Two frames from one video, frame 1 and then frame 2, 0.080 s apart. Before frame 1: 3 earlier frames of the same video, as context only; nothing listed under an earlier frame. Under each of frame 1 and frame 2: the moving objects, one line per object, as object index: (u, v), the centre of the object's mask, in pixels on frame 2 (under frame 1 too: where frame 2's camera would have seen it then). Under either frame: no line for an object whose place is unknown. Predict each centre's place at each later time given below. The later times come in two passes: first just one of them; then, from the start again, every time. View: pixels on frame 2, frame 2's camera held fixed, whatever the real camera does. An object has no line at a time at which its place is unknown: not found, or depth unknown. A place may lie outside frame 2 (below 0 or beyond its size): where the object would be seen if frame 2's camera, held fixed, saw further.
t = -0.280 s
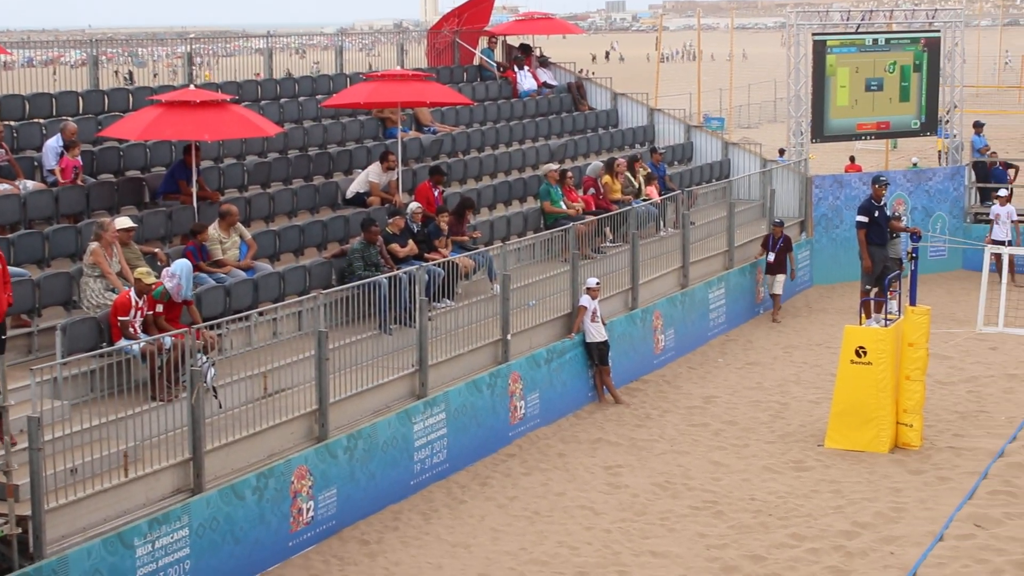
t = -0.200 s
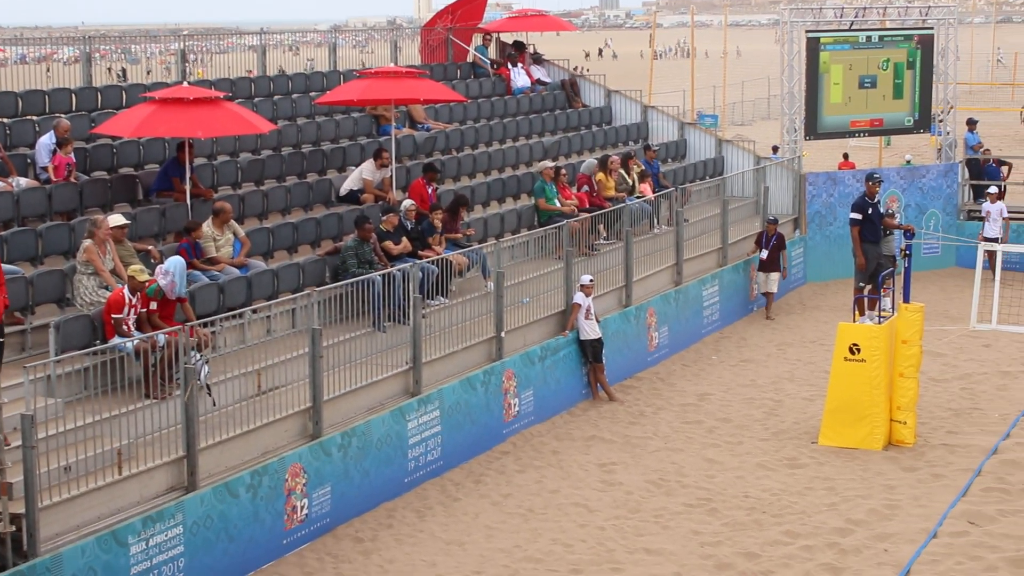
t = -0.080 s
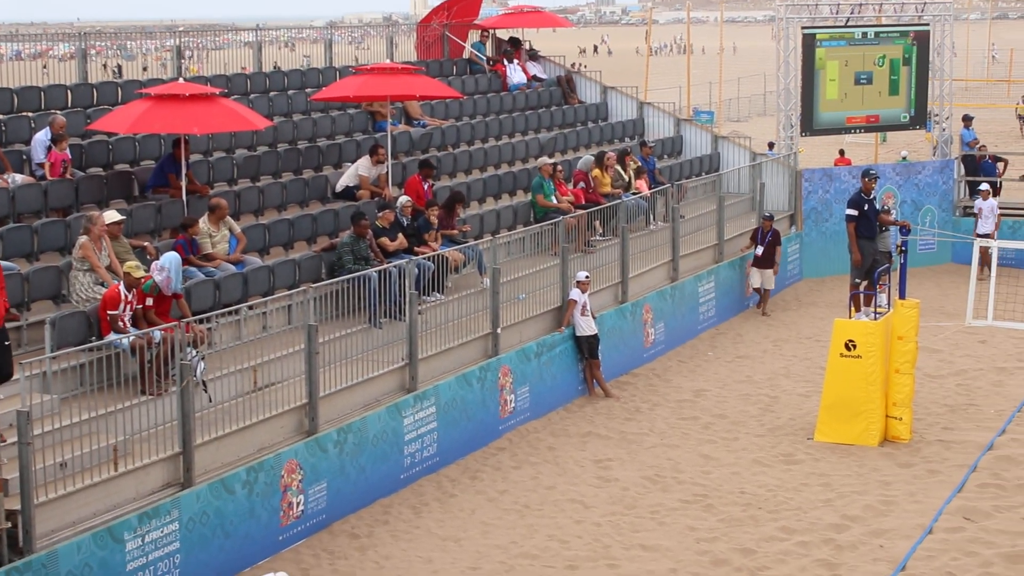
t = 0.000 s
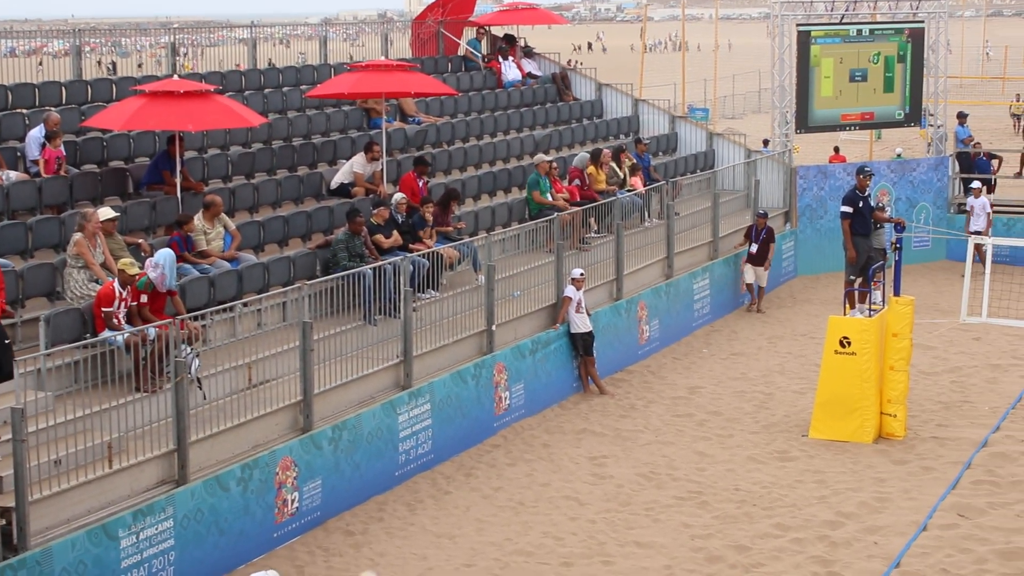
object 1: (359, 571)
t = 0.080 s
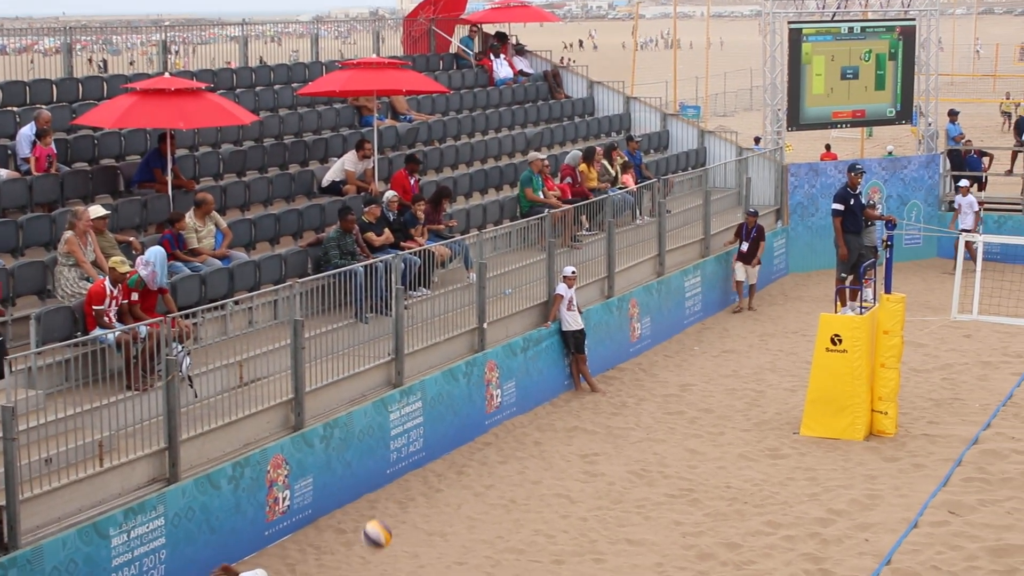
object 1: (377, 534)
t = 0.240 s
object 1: (405, 472)
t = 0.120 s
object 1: (384, 514)
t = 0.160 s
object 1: (391, 497)
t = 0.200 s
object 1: (398, 483)
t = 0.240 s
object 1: (405, 472)
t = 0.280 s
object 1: (411, 463)
